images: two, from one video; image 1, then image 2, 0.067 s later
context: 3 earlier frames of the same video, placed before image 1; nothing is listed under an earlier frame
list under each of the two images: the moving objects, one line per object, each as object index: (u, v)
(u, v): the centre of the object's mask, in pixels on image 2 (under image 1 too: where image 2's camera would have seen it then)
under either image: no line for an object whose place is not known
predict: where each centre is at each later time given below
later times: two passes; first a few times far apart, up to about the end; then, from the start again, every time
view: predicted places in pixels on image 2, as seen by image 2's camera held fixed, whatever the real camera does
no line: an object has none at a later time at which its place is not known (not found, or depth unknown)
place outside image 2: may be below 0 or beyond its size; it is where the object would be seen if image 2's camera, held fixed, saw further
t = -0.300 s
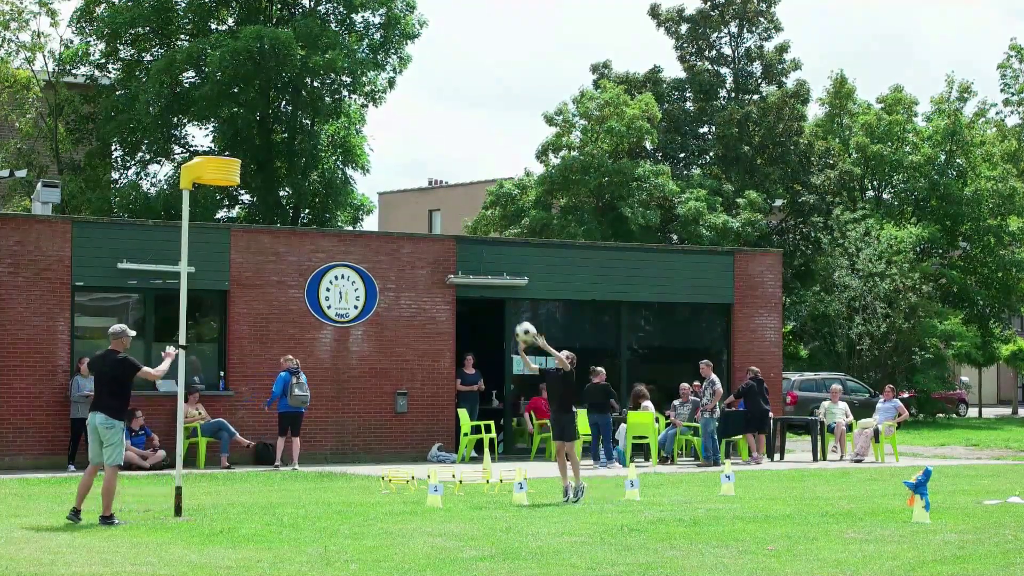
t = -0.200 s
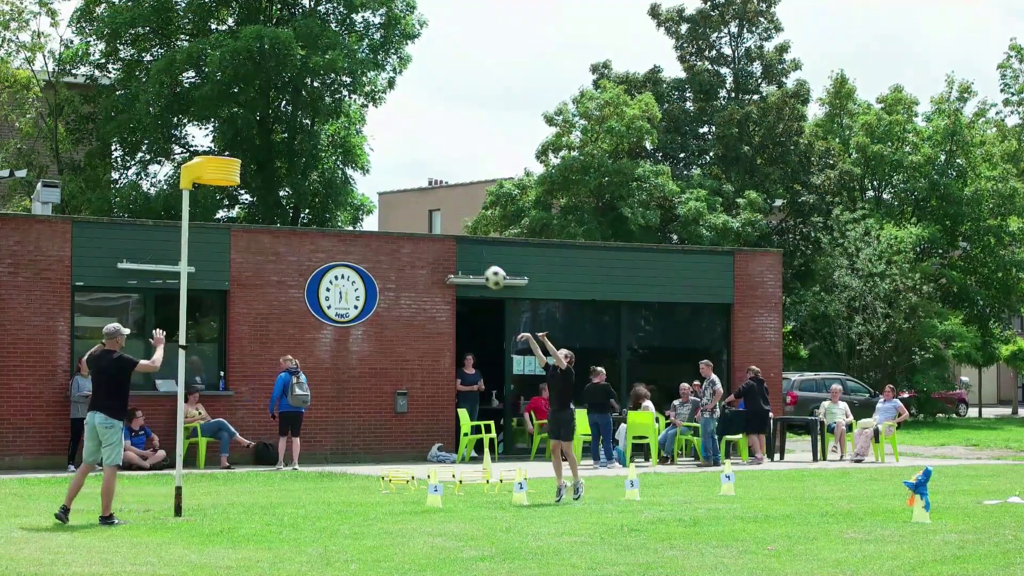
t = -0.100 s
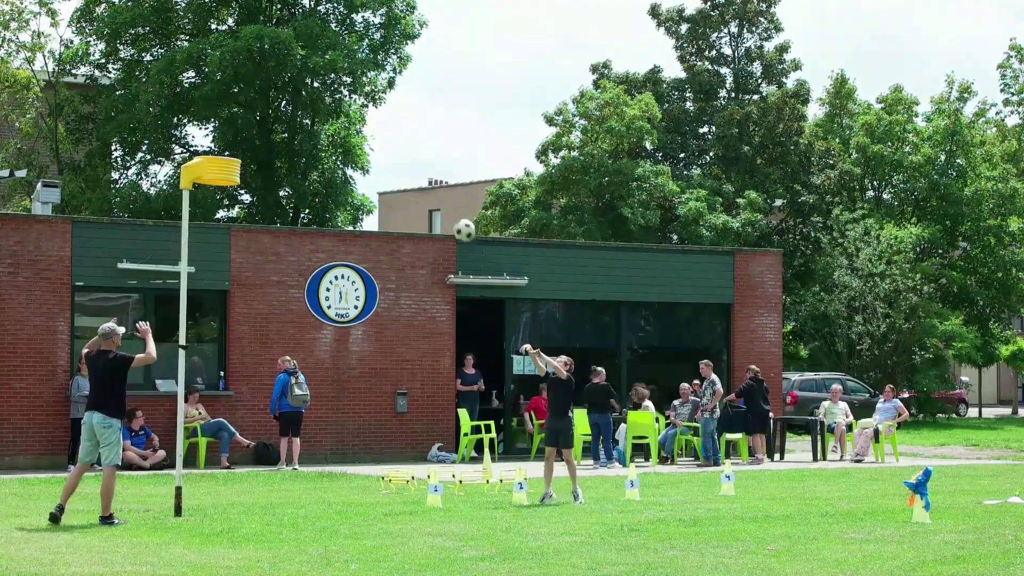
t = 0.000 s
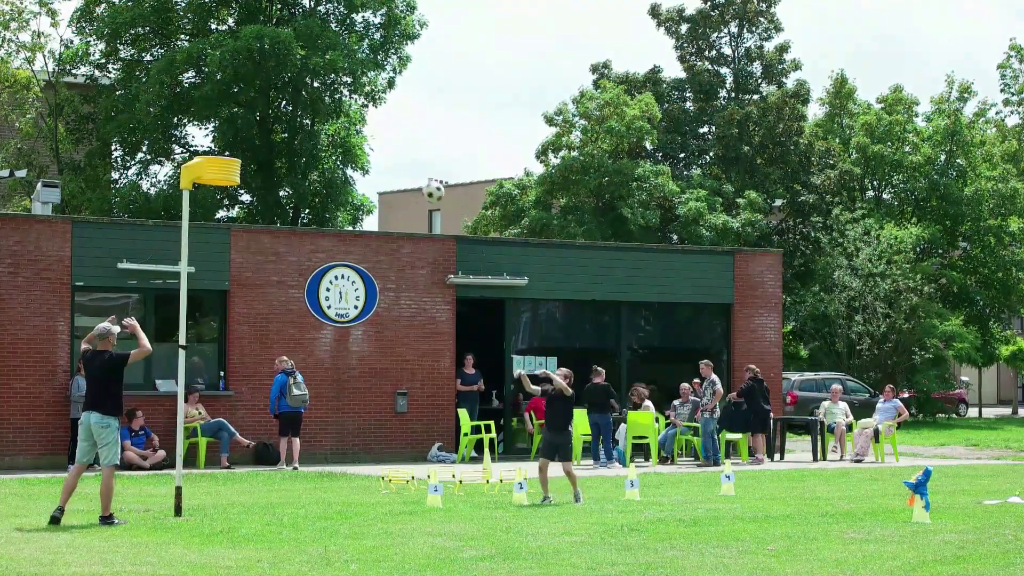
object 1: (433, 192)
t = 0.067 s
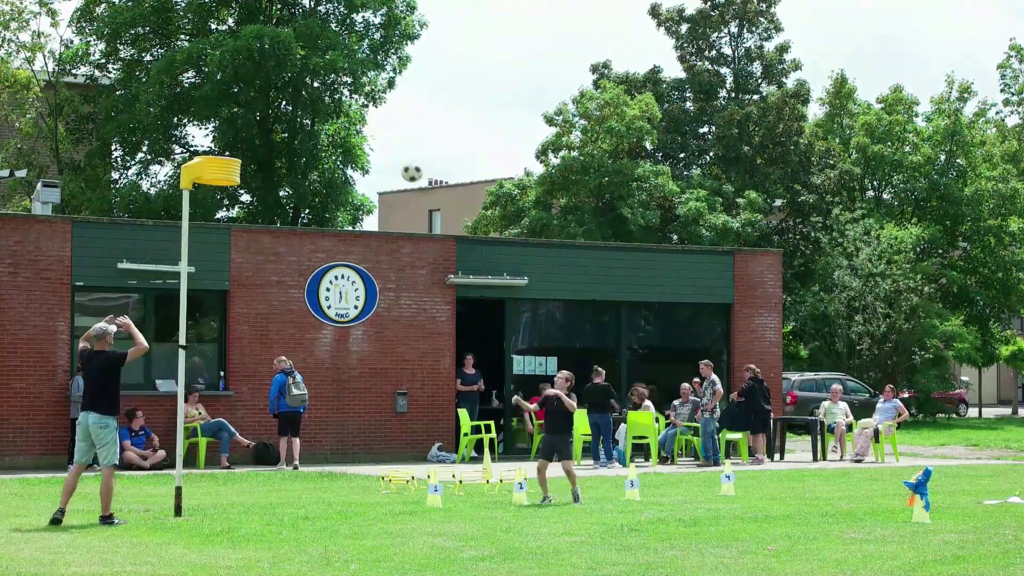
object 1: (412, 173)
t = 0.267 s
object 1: (349, 133)
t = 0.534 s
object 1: (260, 143)
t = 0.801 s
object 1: (261, 134)
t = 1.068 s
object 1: (282, 179)
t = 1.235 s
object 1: (294, 246)
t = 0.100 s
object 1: (401, 164)
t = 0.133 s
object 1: (390, 156)
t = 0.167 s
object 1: (379, 149)
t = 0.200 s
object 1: (369, 143)
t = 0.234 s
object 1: (359, 137)
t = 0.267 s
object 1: (349, 133)
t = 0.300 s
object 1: (337, 130)
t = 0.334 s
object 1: (326, 129)
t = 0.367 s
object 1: (315, 128)
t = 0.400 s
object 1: (304, 129)
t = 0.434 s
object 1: (293, 131)
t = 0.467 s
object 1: (282, 134)
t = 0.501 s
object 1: (271, 138)
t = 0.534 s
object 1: (260, 143)
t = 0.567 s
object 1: (248, 149)
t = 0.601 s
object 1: (246, 147)
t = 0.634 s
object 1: (249, 143)
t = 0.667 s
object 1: (251, 139)
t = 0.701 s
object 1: (254, 136)
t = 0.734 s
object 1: (256, 134)
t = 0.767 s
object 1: (259, 134)
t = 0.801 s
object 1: (261, 134)
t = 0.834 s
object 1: (264, 136)
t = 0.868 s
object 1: (266, 139)
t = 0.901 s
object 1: (269, 142)
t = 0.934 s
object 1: (271, 147)
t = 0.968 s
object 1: (274, 154)
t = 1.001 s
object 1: (277, 161)
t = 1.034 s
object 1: (279, 169)
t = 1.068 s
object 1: (282, 179)
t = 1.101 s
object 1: (284, 190)
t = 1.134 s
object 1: (287, 202)
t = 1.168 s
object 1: (289, 216)
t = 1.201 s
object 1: (292, 230)
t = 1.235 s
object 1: (294, 246)
